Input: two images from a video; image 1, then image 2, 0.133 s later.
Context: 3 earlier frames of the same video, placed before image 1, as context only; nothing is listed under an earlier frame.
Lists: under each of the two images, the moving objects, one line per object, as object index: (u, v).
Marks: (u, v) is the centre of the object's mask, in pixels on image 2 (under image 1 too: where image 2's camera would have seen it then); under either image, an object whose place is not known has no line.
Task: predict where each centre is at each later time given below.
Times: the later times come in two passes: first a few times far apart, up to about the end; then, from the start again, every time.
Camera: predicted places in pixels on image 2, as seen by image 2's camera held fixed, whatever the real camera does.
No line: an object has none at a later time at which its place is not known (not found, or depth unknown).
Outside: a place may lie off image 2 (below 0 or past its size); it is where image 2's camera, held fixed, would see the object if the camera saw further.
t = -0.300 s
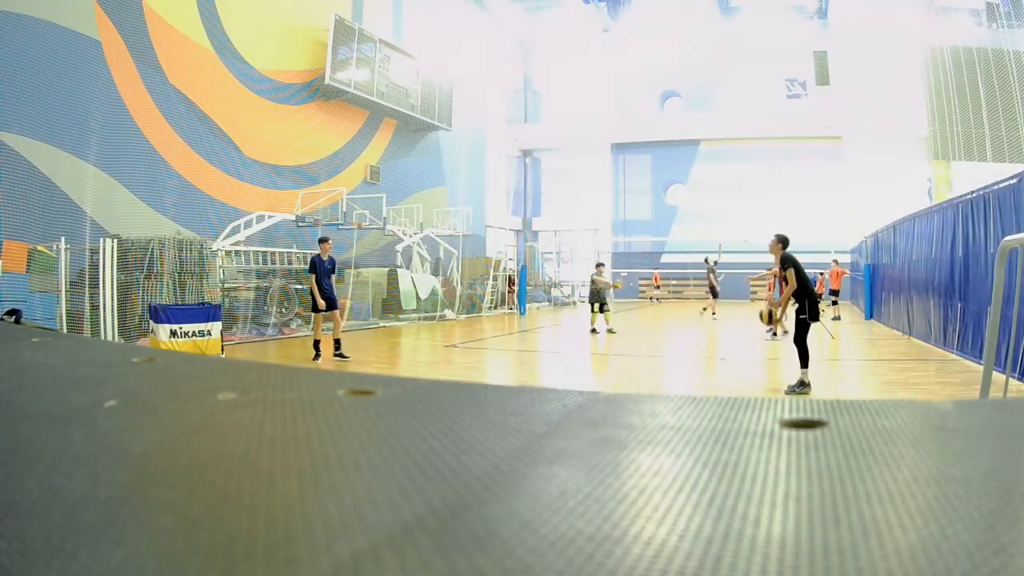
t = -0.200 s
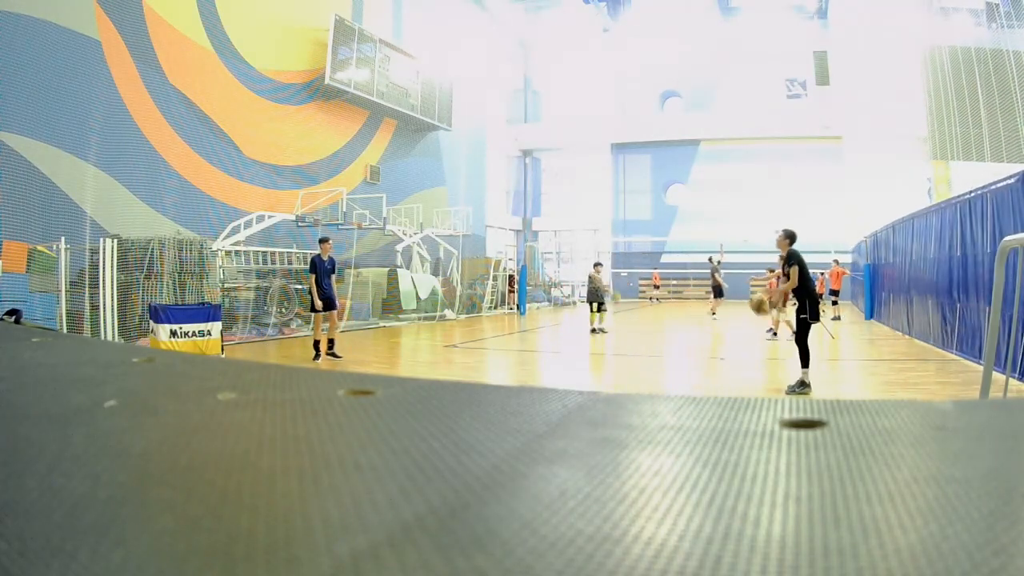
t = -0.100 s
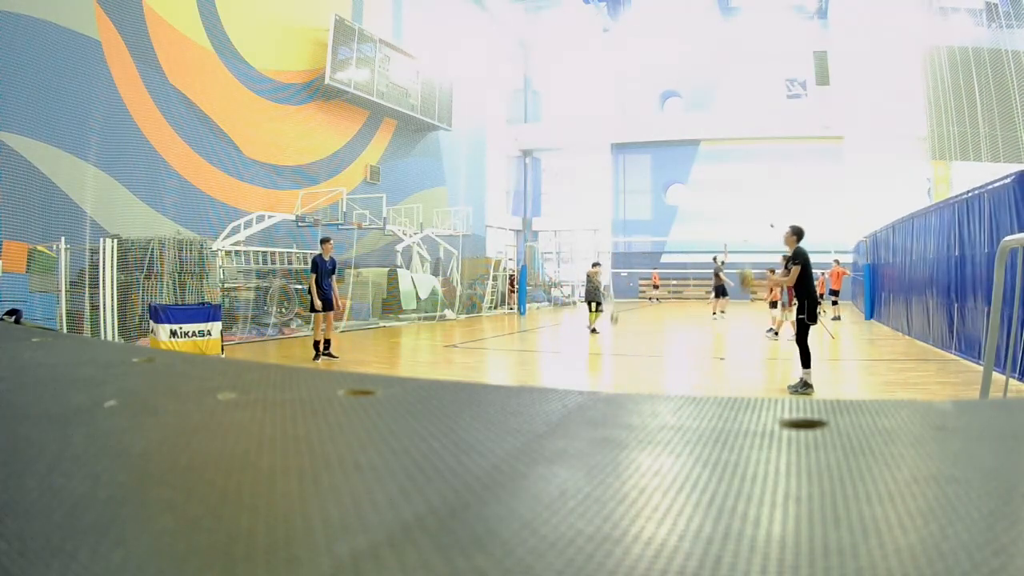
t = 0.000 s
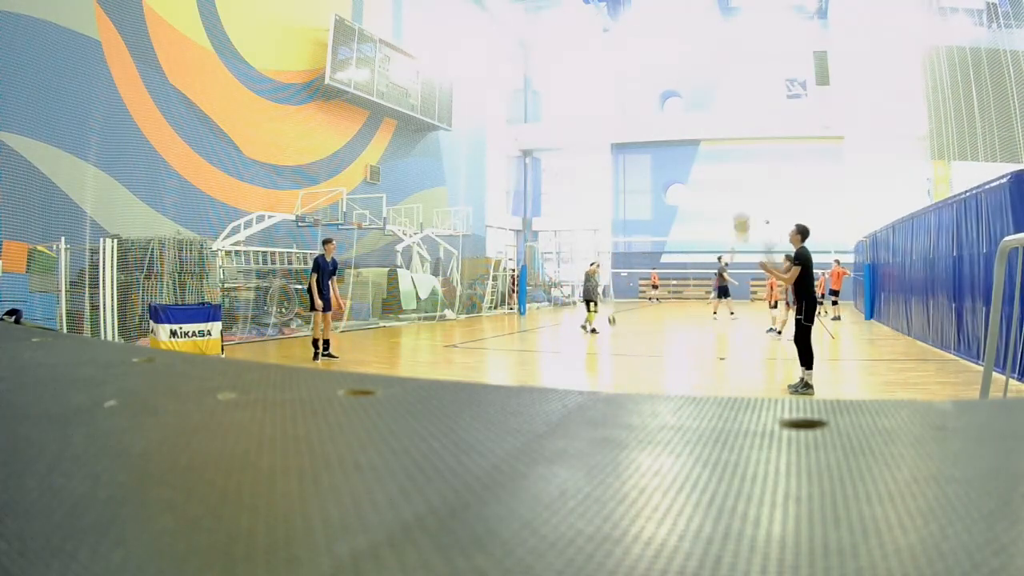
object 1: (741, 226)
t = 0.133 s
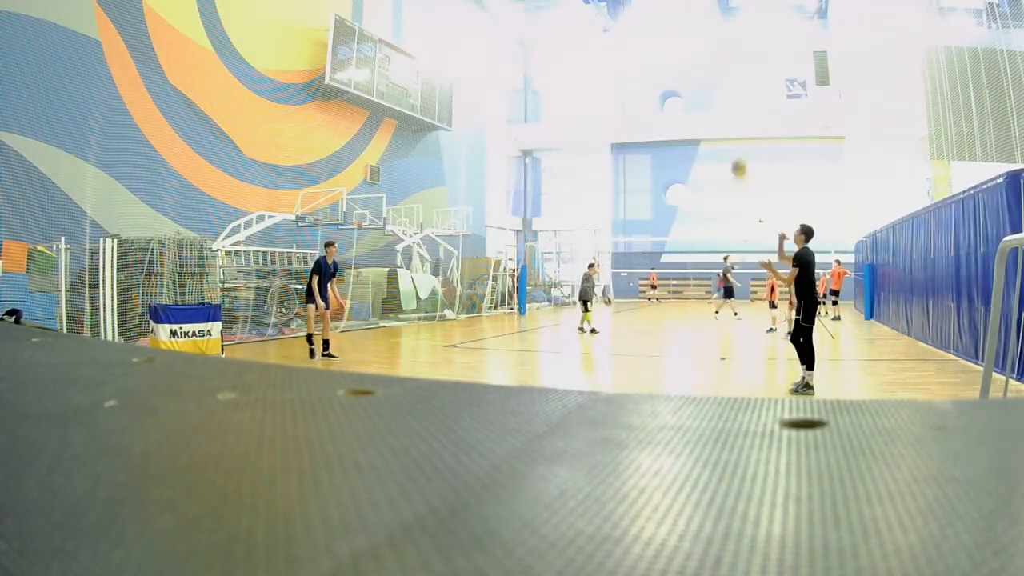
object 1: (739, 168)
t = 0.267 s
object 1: (737, 127)
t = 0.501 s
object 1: (734, 95)
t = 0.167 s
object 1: (738, 156)
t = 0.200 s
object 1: (738, 146)
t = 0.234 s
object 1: (737, 136)
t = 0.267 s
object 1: (737, 127)
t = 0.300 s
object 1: (736, 119)
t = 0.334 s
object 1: (736, 113)
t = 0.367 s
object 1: (735, 108)
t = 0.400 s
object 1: (735, 104)
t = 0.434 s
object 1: (734, 100)
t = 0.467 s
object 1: (734, 97)
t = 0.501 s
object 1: (734, 95)
